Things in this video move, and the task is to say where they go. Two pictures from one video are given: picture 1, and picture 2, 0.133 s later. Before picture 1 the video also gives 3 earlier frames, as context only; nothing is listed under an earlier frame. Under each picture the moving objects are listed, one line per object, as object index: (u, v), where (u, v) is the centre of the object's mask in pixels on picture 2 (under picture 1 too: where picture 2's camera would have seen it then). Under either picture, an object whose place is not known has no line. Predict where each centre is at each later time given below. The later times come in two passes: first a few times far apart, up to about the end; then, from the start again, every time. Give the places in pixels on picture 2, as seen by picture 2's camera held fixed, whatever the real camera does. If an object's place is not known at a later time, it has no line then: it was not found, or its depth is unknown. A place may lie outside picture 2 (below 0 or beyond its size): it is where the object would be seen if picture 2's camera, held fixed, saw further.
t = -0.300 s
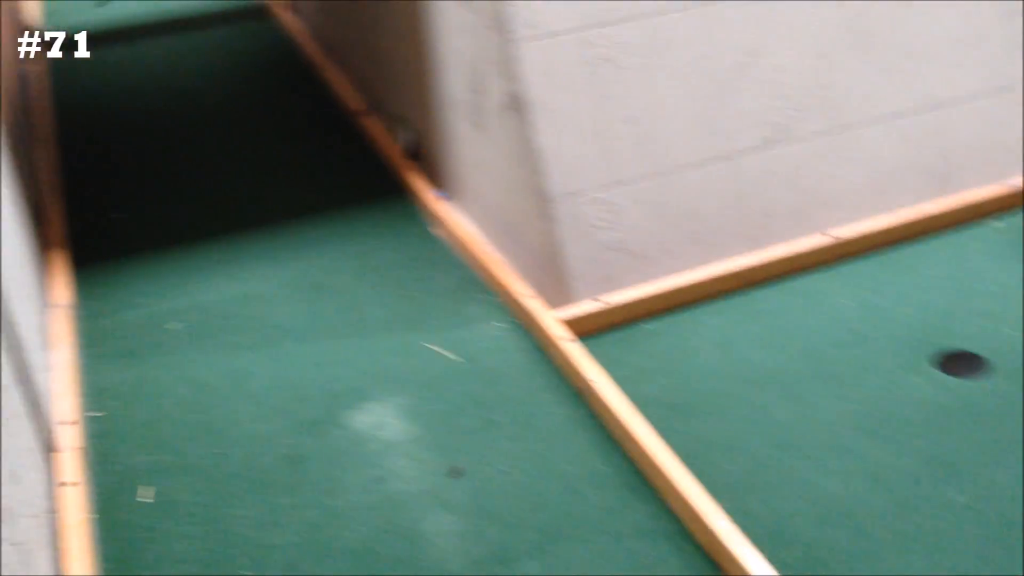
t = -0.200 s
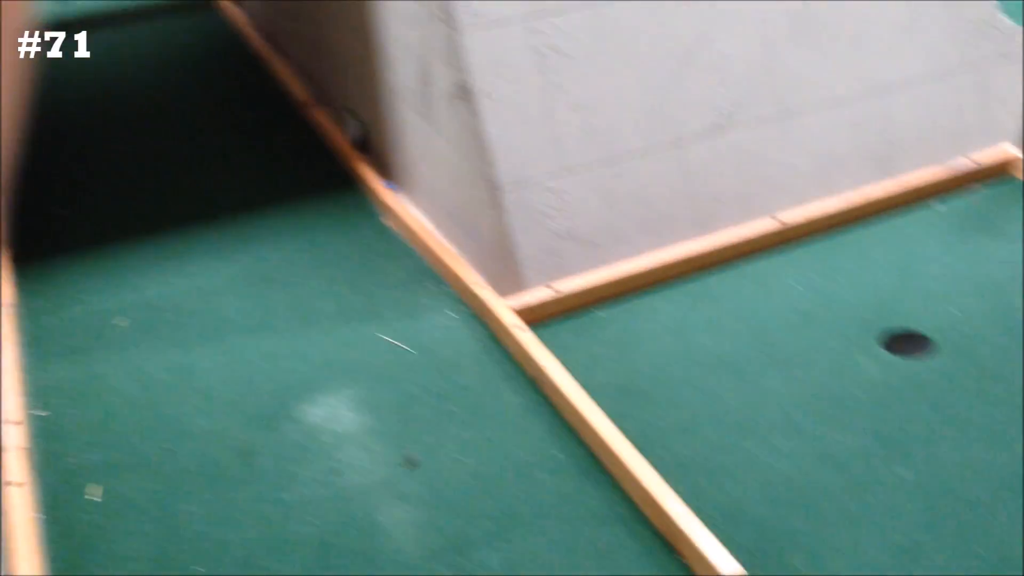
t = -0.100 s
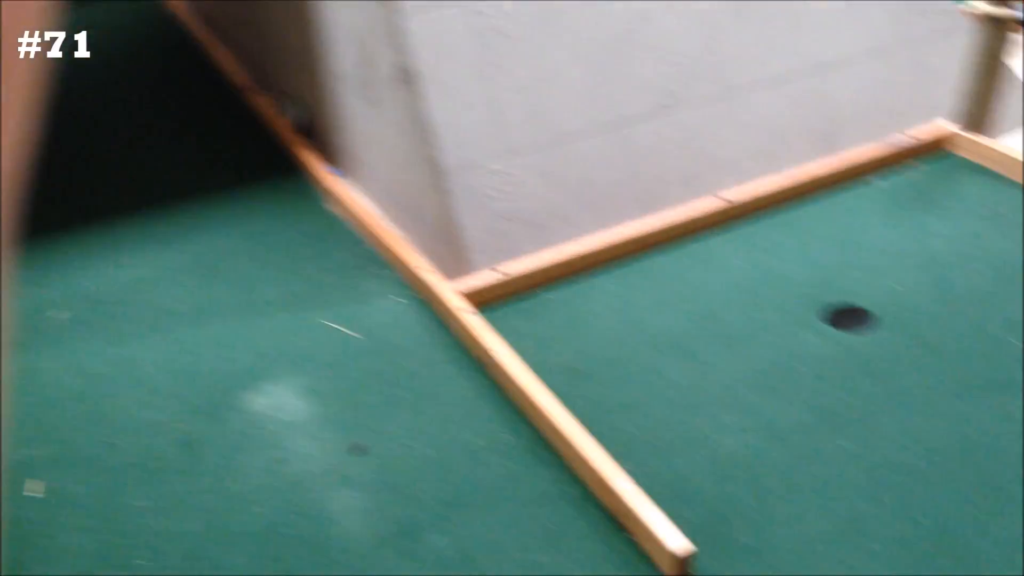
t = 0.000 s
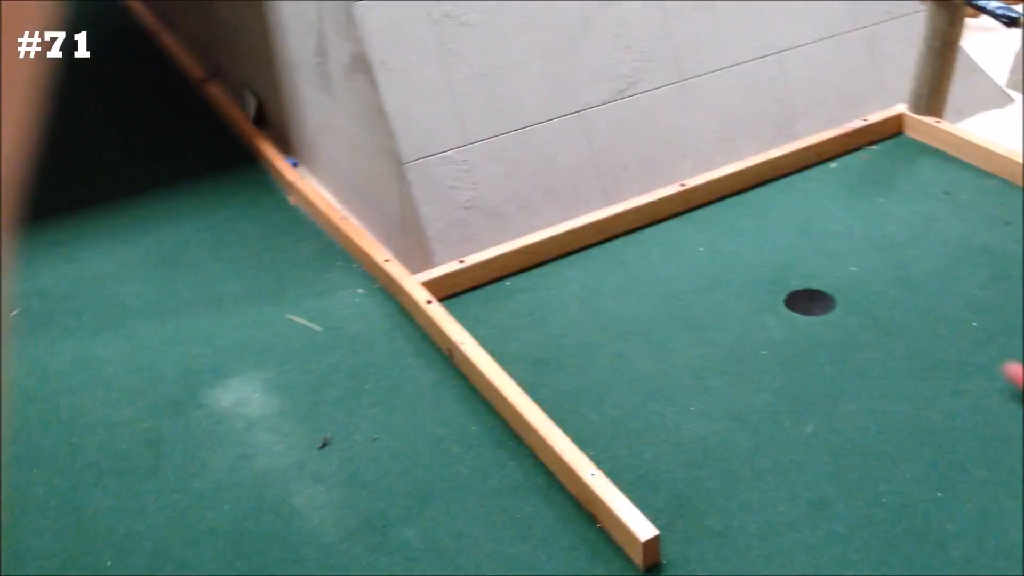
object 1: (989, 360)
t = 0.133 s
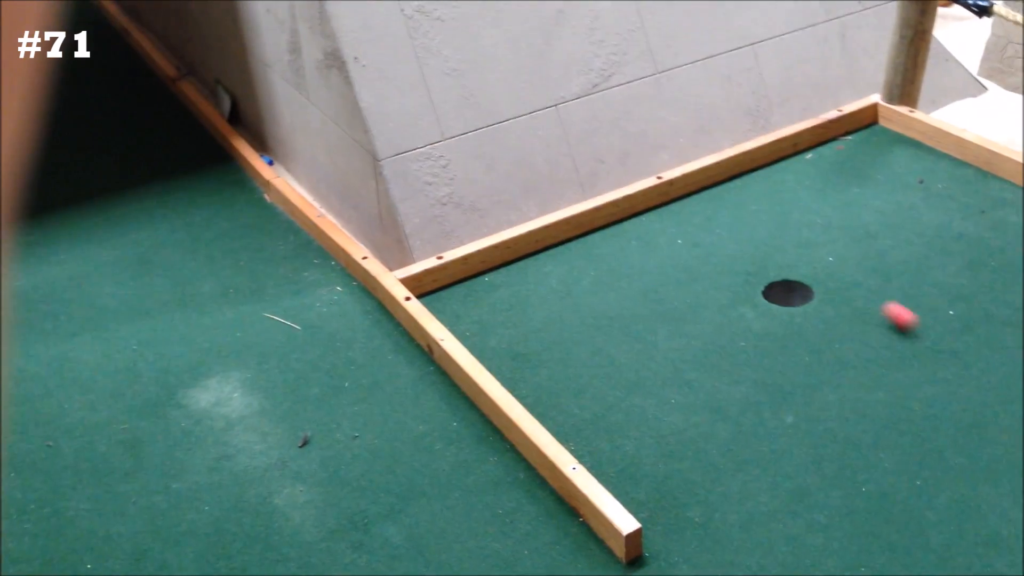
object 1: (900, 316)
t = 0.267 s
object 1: (822, 273)
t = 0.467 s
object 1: (726, 215)
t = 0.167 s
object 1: (879, 306)
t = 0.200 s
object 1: (859, 295)
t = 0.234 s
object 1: (840, 284)
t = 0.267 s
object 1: (822, 273)
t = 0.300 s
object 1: (804, 264)
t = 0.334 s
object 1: (787, 254)
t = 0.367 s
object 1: (771, 245)
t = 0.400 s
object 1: (755, 234)
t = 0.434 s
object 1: (740, 225)
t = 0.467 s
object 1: (726, 215)
